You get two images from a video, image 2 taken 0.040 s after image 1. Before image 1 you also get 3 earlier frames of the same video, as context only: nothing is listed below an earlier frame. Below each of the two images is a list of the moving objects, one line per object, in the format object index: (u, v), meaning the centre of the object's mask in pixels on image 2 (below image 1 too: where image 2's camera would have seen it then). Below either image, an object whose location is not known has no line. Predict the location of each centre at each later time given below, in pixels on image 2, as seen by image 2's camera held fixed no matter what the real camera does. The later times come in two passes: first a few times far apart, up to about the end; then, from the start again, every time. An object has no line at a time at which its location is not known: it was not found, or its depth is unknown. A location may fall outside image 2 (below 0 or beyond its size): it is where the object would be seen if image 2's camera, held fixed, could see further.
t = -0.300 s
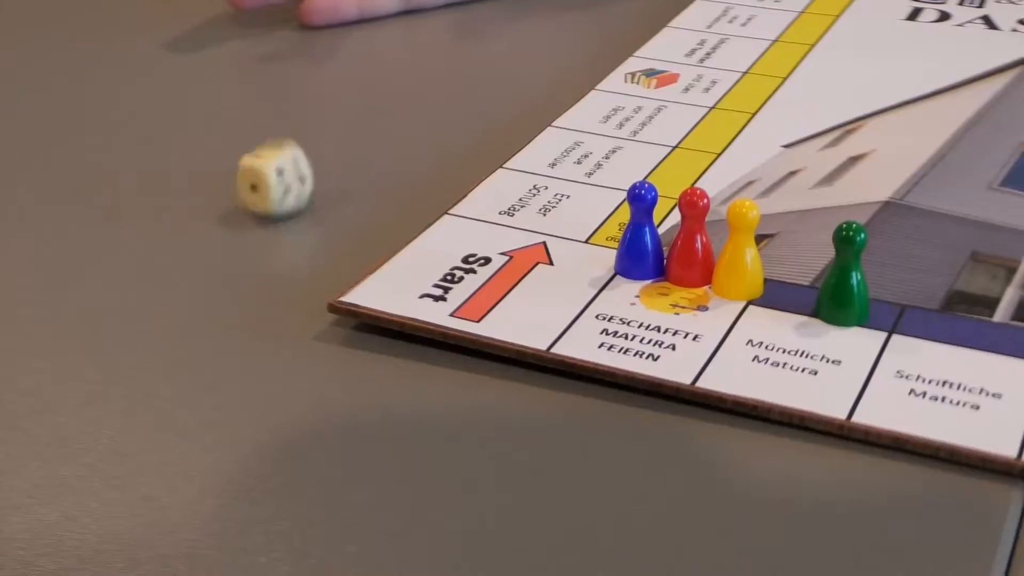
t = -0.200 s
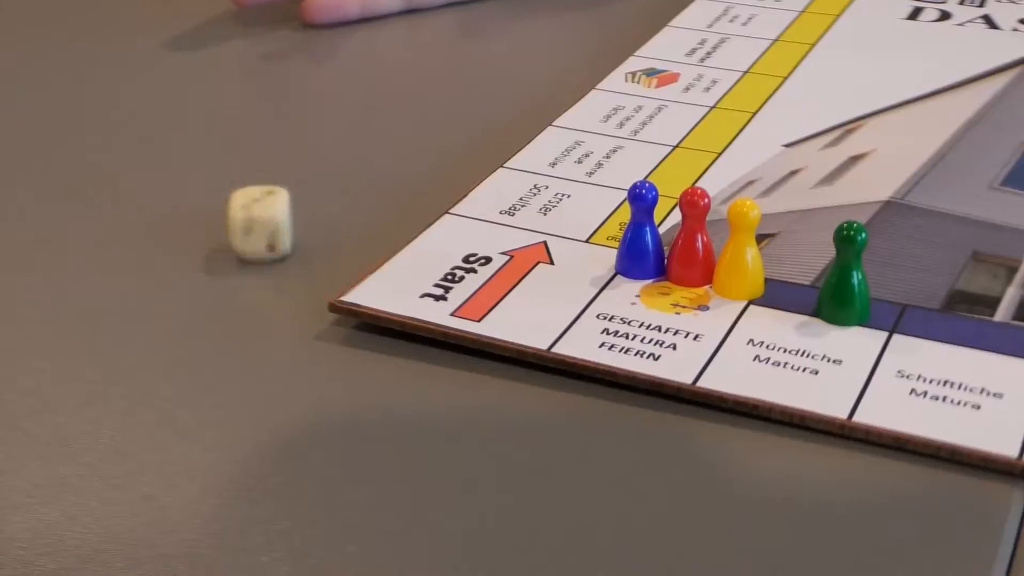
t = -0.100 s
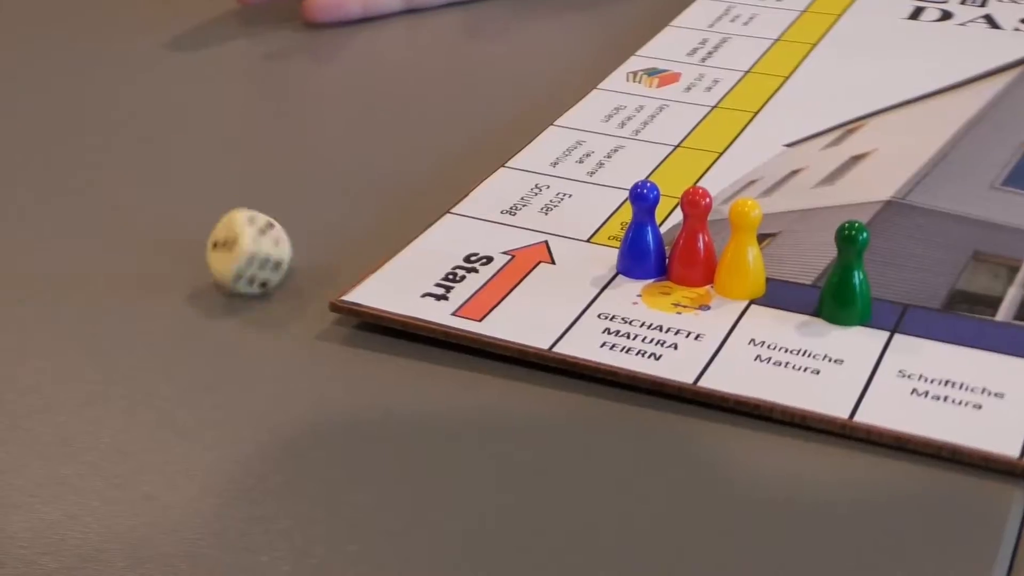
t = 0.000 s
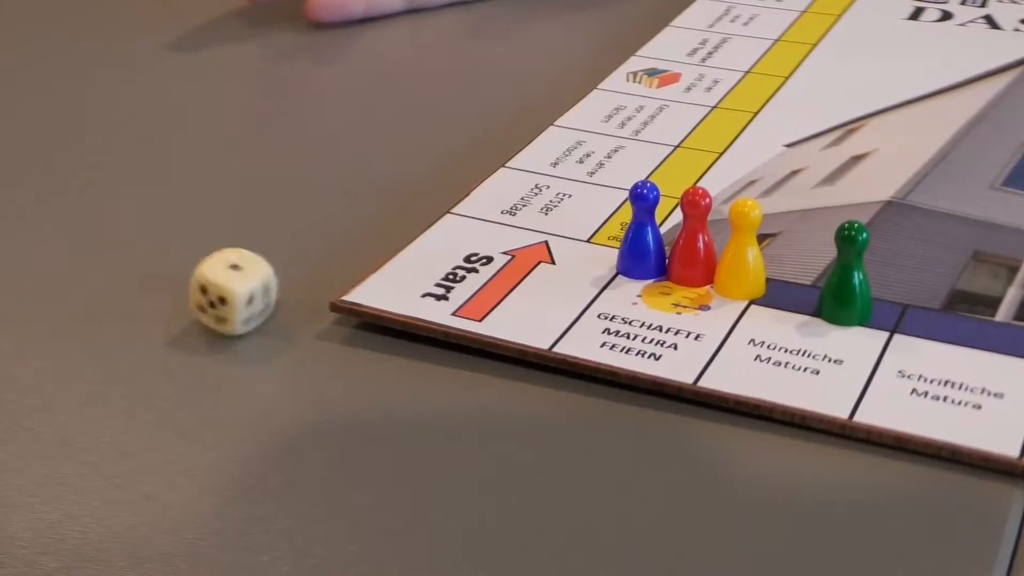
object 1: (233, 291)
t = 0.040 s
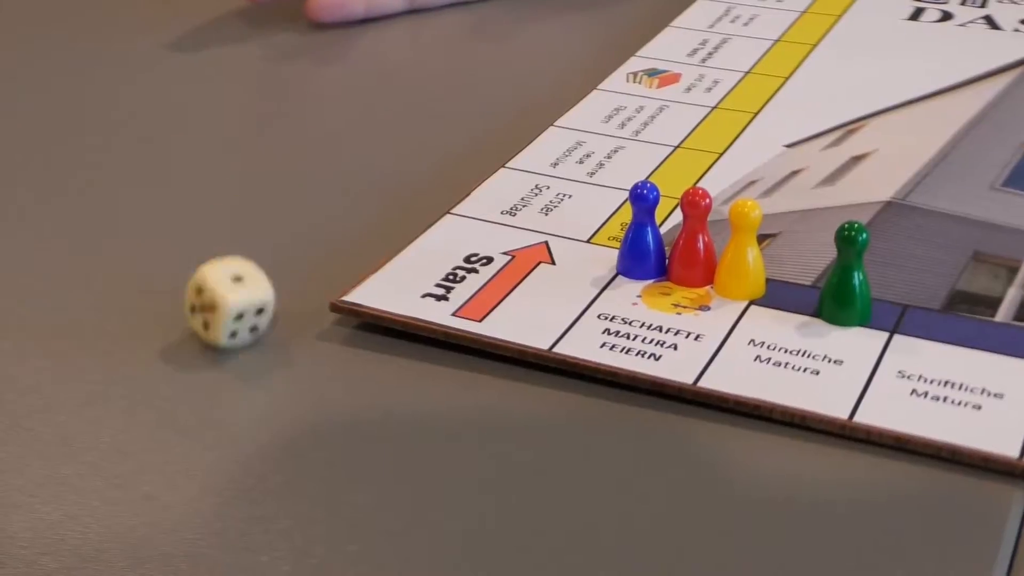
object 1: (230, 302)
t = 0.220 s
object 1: (205, 348)
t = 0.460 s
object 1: (206, 357)
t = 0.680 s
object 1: (206, 357)
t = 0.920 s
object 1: (206, 358)
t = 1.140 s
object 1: (205, 358)
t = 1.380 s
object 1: (206, 358)
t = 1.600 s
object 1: (205, 358)
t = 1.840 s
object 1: (206, 358)
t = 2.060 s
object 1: (206, 358)
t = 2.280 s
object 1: (205, 358)
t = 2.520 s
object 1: (205, 358)
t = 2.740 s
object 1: (205, 358)
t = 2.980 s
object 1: (206, 358)
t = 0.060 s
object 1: (229, 311)
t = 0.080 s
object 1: (226, 318)
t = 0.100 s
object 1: (223, 323)
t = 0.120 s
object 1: (221, 329)
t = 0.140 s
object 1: (215, 333)
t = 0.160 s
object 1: (211, 338)
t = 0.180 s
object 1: (208, 342)
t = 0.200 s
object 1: (206, 344)
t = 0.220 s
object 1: (205, 348)
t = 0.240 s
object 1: (205, 351)
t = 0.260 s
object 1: (206, 353)
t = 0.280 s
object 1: (207, 354)
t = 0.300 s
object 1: (206, 355)
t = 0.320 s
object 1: (206, 356)
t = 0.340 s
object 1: (207, 355)
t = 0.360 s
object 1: (207, 356)
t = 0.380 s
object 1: (207, 356)
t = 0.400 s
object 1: (207, 356)
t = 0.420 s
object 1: (206, 357)
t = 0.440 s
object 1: (206, 357)
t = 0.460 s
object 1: (206, 357)
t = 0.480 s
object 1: (206, 357)
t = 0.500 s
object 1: (206, 357)
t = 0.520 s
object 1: (206, 357)
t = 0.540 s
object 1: (206, 357)
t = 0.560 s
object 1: (206, 357)
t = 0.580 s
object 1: (206, 357)
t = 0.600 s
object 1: (206, 357)
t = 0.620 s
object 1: (206, 357)
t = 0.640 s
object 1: (206, 357)
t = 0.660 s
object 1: (206, 357)
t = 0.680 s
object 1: (206, 357)
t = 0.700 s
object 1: (206, 357)
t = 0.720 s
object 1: (206, 357)
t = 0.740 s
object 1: (206, 357)
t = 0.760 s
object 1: (206, 358)
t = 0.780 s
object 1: (206, 357)
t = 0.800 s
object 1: (206, 357)
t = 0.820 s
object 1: (206, 357)
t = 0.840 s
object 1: (206, 358)
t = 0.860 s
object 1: (206, 357)
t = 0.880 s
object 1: (206, 358)
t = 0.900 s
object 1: (206, 358)
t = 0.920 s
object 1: (206, 358)
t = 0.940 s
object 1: (205, 358)
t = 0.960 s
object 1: (206, 358)
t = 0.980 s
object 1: (206, 358)
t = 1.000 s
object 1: (205, 358)
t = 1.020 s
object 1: (205, 358)
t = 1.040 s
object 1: (205, 358)
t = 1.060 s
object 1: (206, 358)
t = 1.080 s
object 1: (205, 358)
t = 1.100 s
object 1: (205, 358)
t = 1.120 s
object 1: (205, 358)
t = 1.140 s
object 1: (205, 358)
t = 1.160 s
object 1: (206, 358)
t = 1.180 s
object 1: (206, 358)
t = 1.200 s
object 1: (206, 358)
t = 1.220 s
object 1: (206, 358)
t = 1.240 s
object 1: (206, 358)
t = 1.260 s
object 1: (206, 358)
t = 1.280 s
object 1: (206, 358)
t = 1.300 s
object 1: (205, 357)
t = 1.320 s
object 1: (206, 357)
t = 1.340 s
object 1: (206, 357)
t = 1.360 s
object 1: (205, 358)
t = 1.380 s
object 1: (206, 358)
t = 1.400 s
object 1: (206, 358)
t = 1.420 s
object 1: (206, 358)
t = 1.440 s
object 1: (206, 358)
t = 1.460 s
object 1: (206, 358)
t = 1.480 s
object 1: (205, 358)
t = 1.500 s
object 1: (206, 358)
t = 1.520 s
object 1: (206, 358)
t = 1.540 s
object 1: (206, 358)
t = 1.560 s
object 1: (205, 358)
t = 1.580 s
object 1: (205, 358)
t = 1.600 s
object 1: (205, 358)
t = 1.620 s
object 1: (205, 358)
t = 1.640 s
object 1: (206, 357)
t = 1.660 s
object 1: (206, 358)
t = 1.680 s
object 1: (206, 358)
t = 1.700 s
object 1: (206, 358)
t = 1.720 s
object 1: (205, 358)
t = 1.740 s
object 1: (205, 358)
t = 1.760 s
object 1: (205, 358)
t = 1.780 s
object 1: (205, 358)
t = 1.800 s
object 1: (205, 358)
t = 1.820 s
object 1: (205, 358)
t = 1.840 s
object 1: (206, 358)
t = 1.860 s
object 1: (205, 358)
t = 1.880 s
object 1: (206, 358)
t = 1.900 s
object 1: (205, 358)
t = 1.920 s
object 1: (205, 358)
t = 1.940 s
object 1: (206, 358)
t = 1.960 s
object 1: (206, 358)
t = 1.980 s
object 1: (206, 358)
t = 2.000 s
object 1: (205, 358)
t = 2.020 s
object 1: (205, 358)
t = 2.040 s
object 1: (206, 358)
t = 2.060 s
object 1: (206, 358)
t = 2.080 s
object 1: (206, 358)
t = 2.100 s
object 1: (205, 358)
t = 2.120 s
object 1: (205, 358)
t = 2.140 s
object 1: (205, 358)
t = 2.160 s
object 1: (205, 358)
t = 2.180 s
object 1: (205, 358)
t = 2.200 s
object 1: (205, 358)
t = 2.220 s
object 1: (205, 358)
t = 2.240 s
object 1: (205, 358)
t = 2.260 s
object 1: (205, 358)
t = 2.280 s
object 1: (205, 358)
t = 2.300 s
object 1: (205, 358)
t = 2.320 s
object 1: (205, 358)
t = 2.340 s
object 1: (205, 358)
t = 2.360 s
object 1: (205, 358)
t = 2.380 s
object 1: (205, 358)
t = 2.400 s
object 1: (205, 358)
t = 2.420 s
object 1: (205, 358)
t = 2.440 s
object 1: (205, 358)
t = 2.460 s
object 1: (205, 358)
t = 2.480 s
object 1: (205, 358)
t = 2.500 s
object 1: (205, 358)
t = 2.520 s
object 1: (205, 358)
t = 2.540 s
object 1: (205, 358)
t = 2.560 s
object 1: (205, 358)
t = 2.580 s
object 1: (205, 358)
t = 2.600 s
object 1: (205, 358)
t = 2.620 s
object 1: (205, 358)
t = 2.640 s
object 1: (206, 358)
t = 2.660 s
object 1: (205, 358)
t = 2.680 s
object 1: (206, 358)
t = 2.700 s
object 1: (206, 358)
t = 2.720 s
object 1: (206, 358)
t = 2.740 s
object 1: (205, 358)
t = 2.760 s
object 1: (205, 358)
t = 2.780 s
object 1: (205, 358)
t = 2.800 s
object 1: (205, 358)
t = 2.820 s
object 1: (205, 358)
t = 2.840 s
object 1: (205, 358)
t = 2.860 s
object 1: (205, 358)
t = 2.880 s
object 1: (205, 358)
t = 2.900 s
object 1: (205, 358)
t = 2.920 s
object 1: (205, 358)
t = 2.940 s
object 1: (205, 358)
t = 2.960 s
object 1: (205, 358)
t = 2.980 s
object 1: (206, 358)
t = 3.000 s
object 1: (206, 358)
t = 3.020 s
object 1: (206, 358)
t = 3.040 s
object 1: (206, 358)
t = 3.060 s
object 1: (206, 358)
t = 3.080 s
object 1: (206, 358)
